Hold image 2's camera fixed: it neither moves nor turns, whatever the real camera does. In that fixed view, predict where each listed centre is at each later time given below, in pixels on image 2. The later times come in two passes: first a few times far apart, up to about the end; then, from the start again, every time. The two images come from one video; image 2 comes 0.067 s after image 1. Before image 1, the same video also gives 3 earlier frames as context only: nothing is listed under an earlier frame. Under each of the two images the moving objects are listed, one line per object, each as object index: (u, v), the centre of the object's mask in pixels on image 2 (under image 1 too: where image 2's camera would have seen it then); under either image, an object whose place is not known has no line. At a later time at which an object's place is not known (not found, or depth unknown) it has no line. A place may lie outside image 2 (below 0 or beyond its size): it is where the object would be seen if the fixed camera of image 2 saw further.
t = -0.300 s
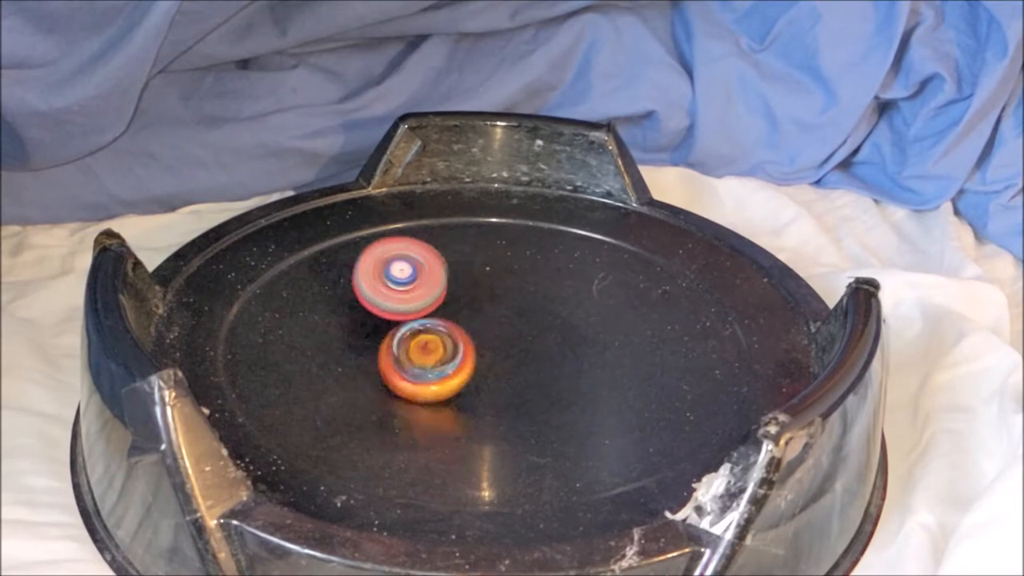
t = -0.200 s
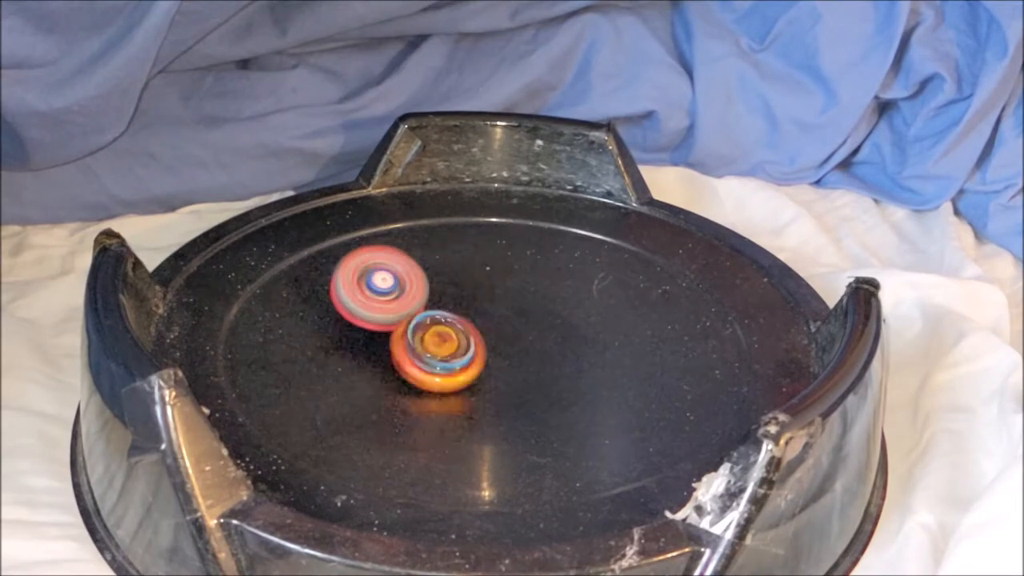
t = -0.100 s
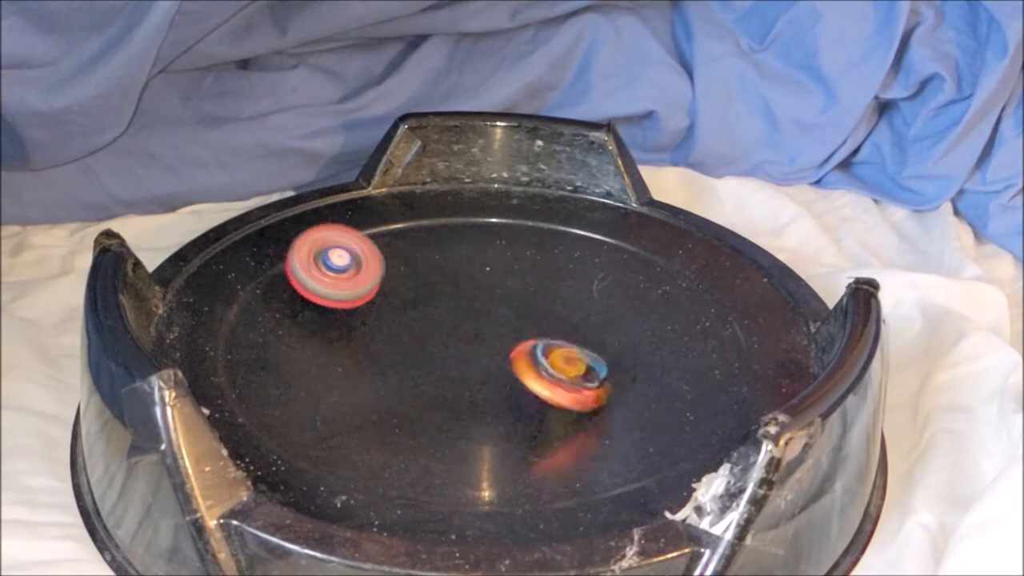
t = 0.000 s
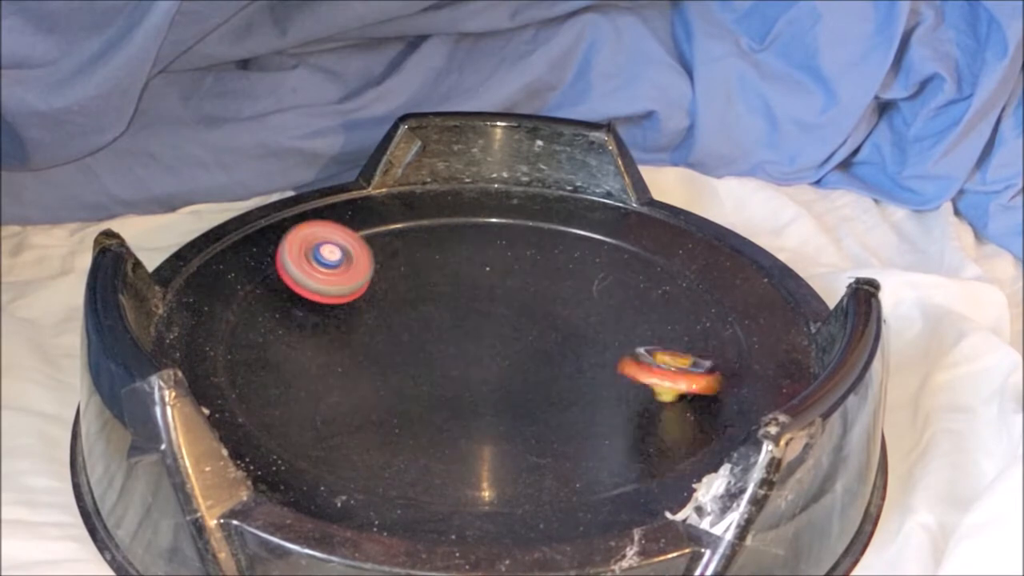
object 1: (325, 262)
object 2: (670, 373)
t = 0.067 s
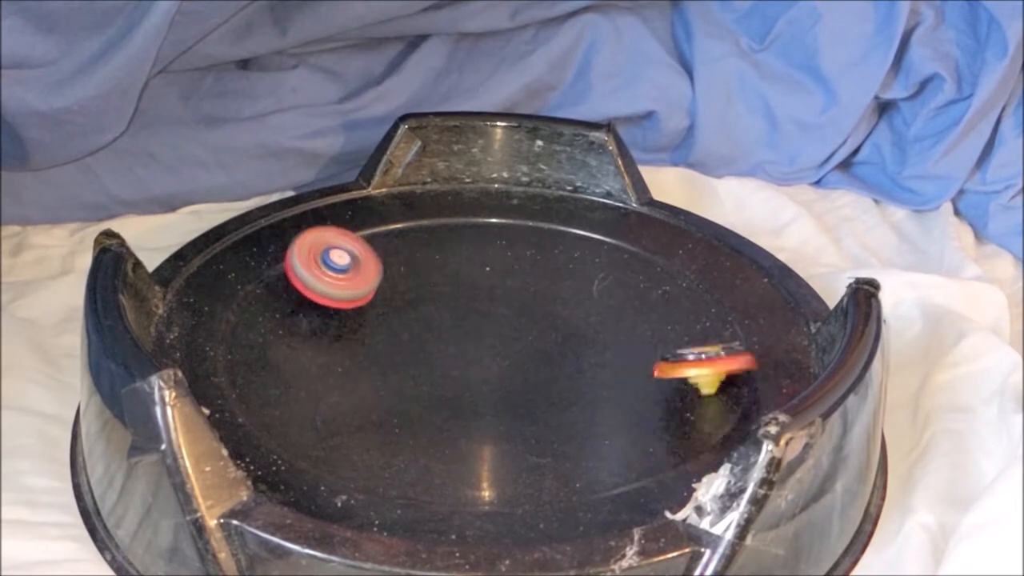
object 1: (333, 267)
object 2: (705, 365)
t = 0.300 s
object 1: (434, 330)
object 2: (561, 357)
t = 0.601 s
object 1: (426, 383)
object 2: (581, 297)
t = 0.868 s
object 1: (534, 366)
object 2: (452, 318)
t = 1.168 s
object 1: (614, 320)
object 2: (362, 362)
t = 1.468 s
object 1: (548, 295)
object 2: (462, 391)
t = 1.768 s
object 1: (432, 271)
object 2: (535, 329)
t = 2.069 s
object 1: (392, 295)
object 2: (511, 265)
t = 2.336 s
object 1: (440, 361)
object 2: (454, 305)
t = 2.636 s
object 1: (535, 432)
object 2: (461, 321)
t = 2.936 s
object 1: (582, 412)
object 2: (507, 294)
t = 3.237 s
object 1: (509, 321)
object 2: (569, 286)
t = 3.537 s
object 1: (419, 266)
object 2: (504, 342)
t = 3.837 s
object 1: (417, 293)
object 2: (424, 379)
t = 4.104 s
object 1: (457, 360)
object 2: (391, 399)
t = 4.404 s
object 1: (568, 356)
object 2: (438, 366)
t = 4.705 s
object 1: (543, 350)
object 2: (480, 314)
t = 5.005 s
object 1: (499, 328)
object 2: (547, 274)
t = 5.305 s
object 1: (461, 324)
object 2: (529, 297)
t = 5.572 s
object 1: (417, 361)
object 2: (535, 343)
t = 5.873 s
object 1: (440, 372)
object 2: (581, 369)
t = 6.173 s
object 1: (466, 311)
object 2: (532, 385)
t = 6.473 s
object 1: (457, 277)
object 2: (440, 387)
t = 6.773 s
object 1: (462, 324)
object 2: (421, 376)
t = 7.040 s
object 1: (527, 323)
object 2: (452, 365)
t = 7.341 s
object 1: (593, 280)
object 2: (432, 350)
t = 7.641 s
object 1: (511, 316)
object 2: (427, 363)
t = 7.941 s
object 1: (427, 307)
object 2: (451, 384)
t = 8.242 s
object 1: (463, 308)
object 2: (454, 367)
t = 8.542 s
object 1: (496, 301)
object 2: (448, 362)
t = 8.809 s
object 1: (505, 309)
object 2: (431, 365)
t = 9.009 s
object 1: (515, 321)
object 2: (435, 367)
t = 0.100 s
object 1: (346, 273)
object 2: (707, 360)
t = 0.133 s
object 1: (357, 280)
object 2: (696, 357)
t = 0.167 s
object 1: (369, 288)
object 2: (677, 358)
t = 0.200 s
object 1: (383, 298)
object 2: (652, 358)
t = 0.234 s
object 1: (400, 308)
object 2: (624, 359)
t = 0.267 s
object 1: (417, 319)
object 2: (593, 360)
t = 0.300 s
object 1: (434, 330)
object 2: (561, 357)
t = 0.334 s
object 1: (442, 341)
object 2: (538, 354)
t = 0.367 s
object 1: (425, 351)
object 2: (552, 346)
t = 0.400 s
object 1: (413, 359)
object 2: (567, 341)
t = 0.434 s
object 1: (405, 367)
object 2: (578, 325)
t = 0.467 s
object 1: (403, 373)
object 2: (589, 320)
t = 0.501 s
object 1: (404, 377)
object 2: (593, 311)
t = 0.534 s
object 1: (409, 380)
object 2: (593, 304)
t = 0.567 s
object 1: (417, 382)
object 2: (588, 299)
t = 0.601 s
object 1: (426, 383)
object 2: (581, 297)
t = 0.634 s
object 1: (438, 384)
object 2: (569, 296)
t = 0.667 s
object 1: (450, 383)
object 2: (554, 298)
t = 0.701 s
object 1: (465, 382)
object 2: (536, 299)
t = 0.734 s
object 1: (478, 380)
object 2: (516, 303)
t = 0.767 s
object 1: (493, 378)
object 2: (498, 306)
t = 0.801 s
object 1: (506, 374)
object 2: (481, 310)
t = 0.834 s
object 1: (520, 370)
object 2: (465, 314)
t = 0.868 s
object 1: (534, 366)
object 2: (452, 318)
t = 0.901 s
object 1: (548, 362)
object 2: (439, 322)
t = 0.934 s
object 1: (562, 357)
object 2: (428, 326)
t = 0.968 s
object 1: (575, 352)
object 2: (415, 330)
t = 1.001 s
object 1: (586, 347)
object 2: (405, 334)
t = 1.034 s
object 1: (596, 341)
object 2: (393, 338)
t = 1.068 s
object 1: (604, 336)
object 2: (383, 343)
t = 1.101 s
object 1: (609, 330)
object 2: (374, 348)
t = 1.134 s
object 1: (613, 325)
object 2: (367, 354)
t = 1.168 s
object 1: (614, 320)
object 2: (362, 362)
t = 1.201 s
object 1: (613, 315)
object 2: (360, 369)
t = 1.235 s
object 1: (610, 311)
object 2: (363, 378)
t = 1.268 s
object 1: (605, 307)
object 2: (370, 385)
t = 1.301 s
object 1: (599, 304)
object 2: (383, 393)
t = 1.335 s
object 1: (591, 302)
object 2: (399, 397)
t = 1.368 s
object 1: (581, 300)
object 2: (416, 399)
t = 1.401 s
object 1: (571, 299)
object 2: (432, 399)
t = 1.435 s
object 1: (560, 297)
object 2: (448, 395)
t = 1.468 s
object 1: (548, 295)
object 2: (462, 391)
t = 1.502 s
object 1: (534, 293)
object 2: (476, 386)
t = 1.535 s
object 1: (521, 291)
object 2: (487, 381)
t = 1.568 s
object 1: (507, 288)
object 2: (497, 374)
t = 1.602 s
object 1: (494, 285)
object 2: (506, 367)
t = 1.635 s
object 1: (480, 282)
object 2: (514, 360)
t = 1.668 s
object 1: (467, 279)
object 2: (521, 353)
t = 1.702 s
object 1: (454, 276)
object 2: (526, 345)
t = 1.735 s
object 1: (443, 273)
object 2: (531, 337)
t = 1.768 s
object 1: (432, 271)
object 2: (535, 329)
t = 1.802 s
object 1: (422, 270)
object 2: (539, 321)
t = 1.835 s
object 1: (413, 269)
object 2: (540, 313)
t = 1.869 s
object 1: (406, 269)
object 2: (542, 304)
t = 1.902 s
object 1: (400, 271)
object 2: (542, 297)
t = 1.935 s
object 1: (395, 274)
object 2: (540, 288)
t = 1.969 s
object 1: (392, 278)
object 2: (536, 281)
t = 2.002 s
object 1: (390, 283)
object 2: (530, 275)
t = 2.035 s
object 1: (390, 289)
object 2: (522, 269)
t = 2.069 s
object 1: (392, 295)
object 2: (511, 265)
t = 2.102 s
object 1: (396, 302)
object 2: (499, 263)
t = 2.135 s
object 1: (401, 310)
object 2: (487, 265)
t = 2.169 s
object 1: (407, 318)
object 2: (475, 268)
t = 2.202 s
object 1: (413, 326)
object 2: (467, 275)
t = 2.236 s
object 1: (419, 335)
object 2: (460, 281)
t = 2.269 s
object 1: (425, 344)
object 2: (456, 289)
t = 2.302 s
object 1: (433, 352)
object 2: (454, 296)
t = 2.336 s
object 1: (440, 361)
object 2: (454, 305)
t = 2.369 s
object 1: (447, 369)
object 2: (454, 313)
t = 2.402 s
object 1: (453, 376)
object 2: (457, 320)
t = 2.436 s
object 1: (461, 384)
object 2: (458, 329)
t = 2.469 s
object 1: (469, 389)
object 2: (461, 336)
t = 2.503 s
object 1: (477, 395)
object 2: (464, 343)
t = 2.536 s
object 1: (486, 398)
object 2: (469, 349)
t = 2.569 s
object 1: (501, 410)
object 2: (468, 346)
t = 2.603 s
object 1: (519, 422)
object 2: (465, 326)
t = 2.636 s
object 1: (535, 432)
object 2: (461, 321)
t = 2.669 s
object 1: (547, 437)
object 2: (461, 304)
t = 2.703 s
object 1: (559, 440)
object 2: (461, 296)
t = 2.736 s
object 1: (569, 442)
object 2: (464, 287)
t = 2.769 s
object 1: (580, 440)
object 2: (470, 279)
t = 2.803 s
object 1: (586, 438)
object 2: (476, 279)
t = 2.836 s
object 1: (588, 434)
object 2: (483, 281)
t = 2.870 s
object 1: (588, 429)
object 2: (490, 285)
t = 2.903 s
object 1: (586, 422)
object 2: (498, 289)
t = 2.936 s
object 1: (582, 412)
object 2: (507, 294)
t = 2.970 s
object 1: (577, 402)
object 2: (516, 298)
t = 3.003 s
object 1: (572, 390)
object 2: (526, 302)
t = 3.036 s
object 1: (565, 378)
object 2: (535, 305)
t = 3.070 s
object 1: (558, 365)
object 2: (543, 305)
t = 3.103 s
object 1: (549, 352)
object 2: (550, 300)
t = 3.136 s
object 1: (539, 345)
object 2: (560, 292)
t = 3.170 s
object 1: (530, 337)
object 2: (566, 285)
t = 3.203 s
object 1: (520, 329)
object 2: (569, 282)
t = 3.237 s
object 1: (509, 321)
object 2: (569, 286)
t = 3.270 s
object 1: (499, 309)
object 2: (568, 289)
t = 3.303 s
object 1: (484, 302)
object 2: (561, 294)
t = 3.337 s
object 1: (470, 296)
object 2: (550, 302)
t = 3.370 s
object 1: (457, 290)
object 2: (541, 309)
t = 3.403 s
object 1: (445, 283)
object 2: (534, 317)
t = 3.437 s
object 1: (436, 277)
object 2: (527, 324)
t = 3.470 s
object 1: (429, 272)
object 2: (520, 330)
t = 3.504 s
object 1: (423, 269)
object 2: (512, 336)
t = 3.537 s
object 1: (419, 266)
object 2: (504, 342)
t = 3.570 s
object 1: (415, 264)
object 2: (495, 349)
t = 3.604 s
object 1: (413, 264)
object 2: (486, 354)
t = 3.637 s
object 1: (413, 264)
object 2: (482, 356)
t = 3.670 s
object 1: (411, 266)
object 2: (472, 361)
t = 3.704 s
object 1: (411, 269)
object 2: (463, 365)
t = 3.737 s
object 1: (412, 273)
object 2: (453, 370)
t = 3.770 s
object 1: (412, 278)
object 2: (443, 373)
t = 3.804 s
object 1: (414, 285)
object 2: (434, 376)
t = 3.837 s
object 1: (417, 293)
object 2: (424, 379)
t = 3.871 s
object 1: (420, 300)
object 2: (414, 381)
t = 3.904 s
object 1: (425, 309)
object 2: (404, 385)
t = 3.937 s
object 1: (429, 318)
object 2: (395, 386)
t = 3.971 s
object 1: (434, 327)
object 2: (389, 390)
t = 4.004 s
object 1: (440, 336)
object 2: (384, 392)
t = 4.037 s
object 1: (445, 345)
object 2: (382, 394)
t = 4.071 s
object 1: (450, 354)
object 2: (384, 398)
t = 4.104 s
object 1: (457, 360)
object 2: (391, 399)
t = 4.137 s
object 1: (471, 365)
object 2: (393, 402)
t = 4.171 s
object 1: (490, 365)
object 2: (395, 404)
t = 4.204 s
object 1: (507, 366)
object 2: (403, 400)
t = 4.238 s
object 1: (522, 364)
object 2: (411, 397)
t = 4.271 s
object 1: (536, 363)
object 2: (418, 391)
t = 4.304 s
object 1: (548, 361)
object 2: (424, 385)
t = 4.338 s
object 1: (557, 359)
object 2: (429, 378)
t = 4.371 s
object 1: (564, 357)
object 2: (433, 371)
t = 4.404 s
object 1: (568, 356)
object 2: (438, 366)
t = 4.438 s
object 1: (569, 355)
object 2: (442, 359)
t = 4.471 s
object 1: (568, 354)
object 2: (447, 352)
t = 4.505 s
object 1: (565, 355)
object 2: (452, 347)
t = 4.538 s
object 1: (561, 354)
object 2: (456, 341)
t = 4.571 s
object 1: (559, 354)
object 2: (460, 338)
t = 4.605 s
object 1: (555, 353)
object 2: (464, 333)
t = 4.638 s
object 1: (552, 352)
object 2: (468, 326)
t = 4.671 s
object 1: (548, 352)
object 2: (474, 320)
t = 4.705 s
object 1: (543, 350)
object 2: (480, 314)
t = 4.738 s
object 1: (539, 348)
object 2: (487, 307)
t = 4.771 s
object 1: (534, 347)
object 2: (494, 302)
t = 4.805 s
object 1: (529, 344)
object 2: (501, 297)
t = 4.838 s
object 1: (524, 342)
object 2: (509, 291)
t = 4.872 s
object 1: (518, 340)
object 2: (518, 287)
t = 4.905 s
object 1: (513, 336)
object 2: (527, 283)
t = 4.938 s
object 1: (508, 335)
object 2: (535, 280)
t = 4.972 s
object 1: (504, 331)
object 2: (542, 277)
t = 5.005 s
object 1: (499, 328)
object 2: (547, 274)
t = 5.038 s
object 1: (495, 327)
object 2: (549, 272)
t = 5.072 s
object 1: (491, 325)
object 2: (549, 269)
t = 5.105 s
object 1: (487, 324)
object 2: (546, 267)
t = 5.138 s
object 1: (482, 324)
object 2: (542, 268)
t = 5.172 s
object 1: (478, 323)
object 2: (538, 271)
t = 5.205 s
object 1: (473, 323)
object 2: (534, 274)
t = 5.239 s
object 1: (469, 322)
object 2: (532, 282)
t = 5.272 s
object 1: (465, 323)
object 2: (530, 290)
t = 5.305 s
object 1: (461, 324)
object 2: (529, 297)
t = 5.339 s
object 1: (452, 329)
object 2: (529, 301)
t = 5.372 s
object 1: (442, 334)
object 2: (529, 306)
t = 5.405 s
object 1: (433, 339)
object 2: (531, 312)
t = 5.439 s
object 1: (427, 343)
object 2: (531, 318)
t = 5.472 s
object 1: (422, 347)
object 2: (532, 325)
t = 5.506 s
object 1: (418, 351)
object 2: (534, 332)
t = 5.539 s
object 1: (417, 356)
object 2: (534, 337)
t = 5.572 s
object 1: (417, 361)
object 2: (535, 343)
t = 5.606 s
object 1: (420, 364)
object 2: (536, 350)
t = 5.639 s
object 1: (425, 368)
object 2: (537, 355)
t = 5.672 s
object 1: (431, 370)
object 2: (538, 360)
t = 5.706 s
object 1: (439, 372)
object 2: (539, 367)
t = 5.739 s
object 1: (448, 374)
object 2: (543, 371)
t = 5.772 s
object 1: (445, 376)
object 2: (554, 371)
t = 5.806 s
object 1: (441, 376)
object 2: (569, 371)
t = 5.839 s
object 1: (440, 375)
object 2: (578, 369)
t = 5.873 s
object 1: (440, 372)
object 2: (581, 369)
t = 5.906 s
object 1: (444, 370)
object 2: (577, 370)
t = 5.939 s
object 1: (448, 366)
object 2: (571, 370)
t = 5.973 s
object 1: (455, 360)
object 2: (565, 373)
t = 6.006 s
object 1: (462, 356)
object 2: (555, 375)
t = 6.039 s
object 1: (468, 349)
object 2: (546, 375)
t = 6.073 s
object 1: (467, 340)
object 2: (549, 379)
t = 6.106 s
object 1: (465, 331)
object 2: (547, 382)
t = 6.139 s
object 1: (465, 321)
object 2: (540, 383)
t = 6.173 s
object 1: (466, 311)
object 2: (532, 385)
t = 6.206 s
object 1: (467, 302)
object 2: (521, 385)
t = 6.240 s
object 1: (468, 295)
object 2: (510, 386)
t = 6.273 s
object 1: (467, 288)
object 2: (500, 387)
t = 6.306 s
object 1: (466, 282)
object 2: (489, 387)
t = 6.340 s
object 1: (464, 278)
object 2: (479, 387)
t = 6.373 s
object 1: (462, 276)
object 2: (469, 388)
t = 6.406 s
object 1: (460, 274)
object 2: (459, 387)
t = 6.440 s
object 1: (458, 275)
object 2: (449, 386)
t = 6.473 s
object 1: (457, 277)
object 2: (440, 387)
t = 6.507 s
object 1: (456, 280)
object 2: (431, 387)
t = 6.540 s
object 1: (455, 285)
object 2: (423, 386)
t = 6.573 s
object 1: (456, 289)
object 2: (419, 386)
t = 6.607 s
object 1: (456, 295)
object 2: (416, 386)
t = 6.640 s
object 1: (457, 302)
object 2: (415, 384)
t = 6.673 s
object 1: (457, 308)
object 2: (417, 383)
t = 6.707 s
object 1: (456, 315)
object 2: (419, 380)
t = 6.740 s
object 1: (457, 321)
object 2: (421, 378)
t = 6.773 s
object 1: (462, 324)
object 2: (421, 376)
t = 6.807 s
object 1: (471, 323)
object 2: (417, 381)
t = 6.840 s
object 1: (482, 324)
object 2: (418, 382)
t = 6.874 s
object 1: (491, 325)
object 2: (421, 381)
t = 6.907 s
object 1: (499, 326)
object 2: (427, 379)
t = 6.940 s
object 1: (505, 326)
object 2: (434, 375)
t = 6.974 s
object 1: (513, 325)
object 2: (442, 372)
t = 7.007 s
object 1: (519, 325)
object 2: (450, 369)
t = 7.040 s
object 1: (527, 323)
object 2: (452, 365)
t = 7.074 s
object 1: (539, 314)
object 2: (448, 367)
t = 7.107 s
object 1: (549, 307)
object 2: (447, 370)
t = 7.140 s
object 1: (561, 300)
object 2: (446, 369)
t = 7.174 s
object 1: (569, 294)
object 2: (446, 369)
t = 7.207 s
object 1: (579, 289)
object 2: (443, 365)
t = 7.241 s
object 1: (586, 285)
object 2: (441, 361)
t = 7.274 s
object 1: (592, 283)
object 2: (436, 356)
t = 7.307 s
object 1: (593, 280)
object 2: (435, 353)
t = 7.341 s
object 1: (593, 280)
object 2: (432, 350)
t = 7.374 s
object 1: (591, 280)
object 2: (432, 348)
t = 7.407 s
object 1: (586, 281)
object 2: (432, 348)
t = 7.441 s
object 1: (581, 285)
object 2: (431, 349)
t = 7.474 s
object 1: (573, 290)
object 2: (428, 352)
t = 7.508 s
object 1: (565, 296)
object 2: (424, 353)
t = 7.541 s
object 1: (551, 301)
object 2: (421, 356)
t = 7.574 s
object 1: (540, 307)
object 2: (421, 359)
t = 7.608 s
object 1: (524, 311)
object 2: (423, 361)
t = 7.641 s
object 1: (511, 316)
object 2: (427, 363)
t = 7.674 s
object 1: (496, 318)
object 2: (429, 364)
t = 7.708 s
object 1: (488, 316)
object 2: (426, 372)
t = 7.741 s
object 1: (476, 315)
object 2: (426, 376)
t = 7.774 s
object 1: (463, 314)
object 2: (426, 381)
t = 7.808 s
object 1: (453, 316)
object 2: (430, 382)
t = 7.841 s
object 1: (444, 314)
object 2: (434, 378)
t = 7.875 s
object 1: (435, 311)
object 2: (440, 381)
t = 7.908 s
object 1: (430, 309)
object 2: (444, 383)
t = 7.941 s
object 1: (427, 307)
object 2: (451, 384)
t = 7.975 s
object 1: (426, 307)
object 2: (455, 381)
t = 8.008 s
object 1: (427, 308)
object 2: (458, 377)
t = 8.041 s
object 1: (427, 310)
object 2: (459, 373)
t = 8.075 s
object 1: (431, 311)
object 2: (459, 368)
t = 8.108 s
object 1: (435, 311)
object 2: (459, 365)
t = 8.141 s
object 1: (440, 311)
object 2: (459, 367)
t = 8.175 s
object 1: (446, 308)
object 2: (457, 366)
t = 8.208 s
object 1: (454, 308)
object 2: (457, 366)
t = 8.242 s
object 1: (463, 308)
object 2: (454, 367)
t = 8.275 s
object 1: (471, 306)
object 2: (450, 367)
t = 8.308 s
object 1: (480, 306)
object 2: (449, 366)
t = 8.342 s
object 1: (486, 303)
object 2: (448, 365)
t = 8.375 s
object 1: (491, 302)
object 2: (447, 365)
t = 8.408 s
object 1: (495, 300)
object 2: (447, 364)
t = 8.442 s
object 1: (497, 298)
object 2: (447, 363)
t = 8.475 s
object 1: (497, 298)
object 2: (447, 363)
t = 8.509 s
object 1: (496, 298)
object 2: (447, 363)
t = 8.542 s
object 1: (496, 301)
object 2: (448, 362)
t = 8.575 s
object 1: (497, 301)
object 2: (450, 360)
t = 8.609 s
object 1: (497, 302)
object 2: (450, 359)
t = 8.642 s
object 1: (500, 300)
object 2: (448, 364)
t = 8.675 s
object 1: (501, 300)
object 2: (444, 365)
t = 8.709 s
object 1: (502, 301)
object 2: (438, 365)
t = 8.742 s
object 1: (503, 302)
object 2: (434, 365)
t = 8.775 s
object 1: (503, 305)
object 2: (432, 365)
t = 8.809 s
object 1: (505, 309)
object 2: (431, 365)
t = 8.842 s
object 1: (506, 312)
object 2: (430, 365)
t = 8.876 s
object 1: (506, 314)
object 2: (431, 365)
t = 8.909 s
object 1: (509, 319)
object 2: (433, 365)
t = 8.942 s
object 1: (510, 319)
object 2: (434, 366)
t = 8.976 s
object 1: (512, 321)
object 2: (435, 366)
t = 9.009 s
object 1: (515, 321)
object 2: (435, 367)
